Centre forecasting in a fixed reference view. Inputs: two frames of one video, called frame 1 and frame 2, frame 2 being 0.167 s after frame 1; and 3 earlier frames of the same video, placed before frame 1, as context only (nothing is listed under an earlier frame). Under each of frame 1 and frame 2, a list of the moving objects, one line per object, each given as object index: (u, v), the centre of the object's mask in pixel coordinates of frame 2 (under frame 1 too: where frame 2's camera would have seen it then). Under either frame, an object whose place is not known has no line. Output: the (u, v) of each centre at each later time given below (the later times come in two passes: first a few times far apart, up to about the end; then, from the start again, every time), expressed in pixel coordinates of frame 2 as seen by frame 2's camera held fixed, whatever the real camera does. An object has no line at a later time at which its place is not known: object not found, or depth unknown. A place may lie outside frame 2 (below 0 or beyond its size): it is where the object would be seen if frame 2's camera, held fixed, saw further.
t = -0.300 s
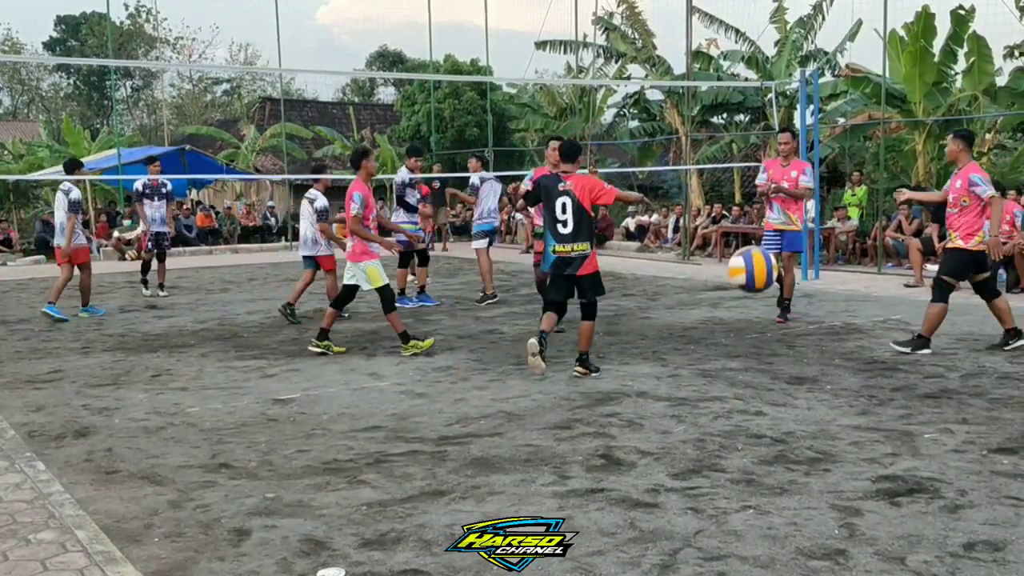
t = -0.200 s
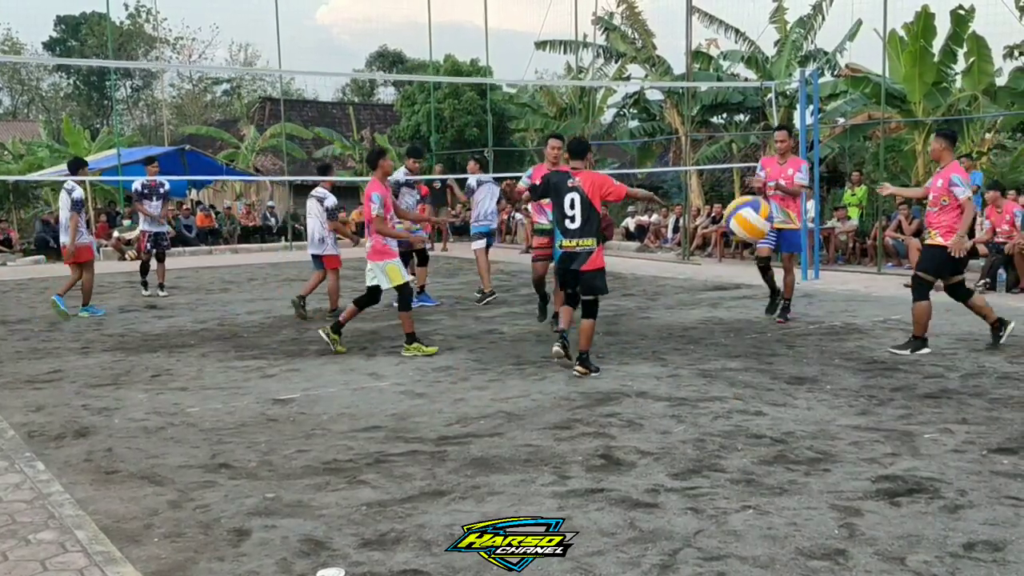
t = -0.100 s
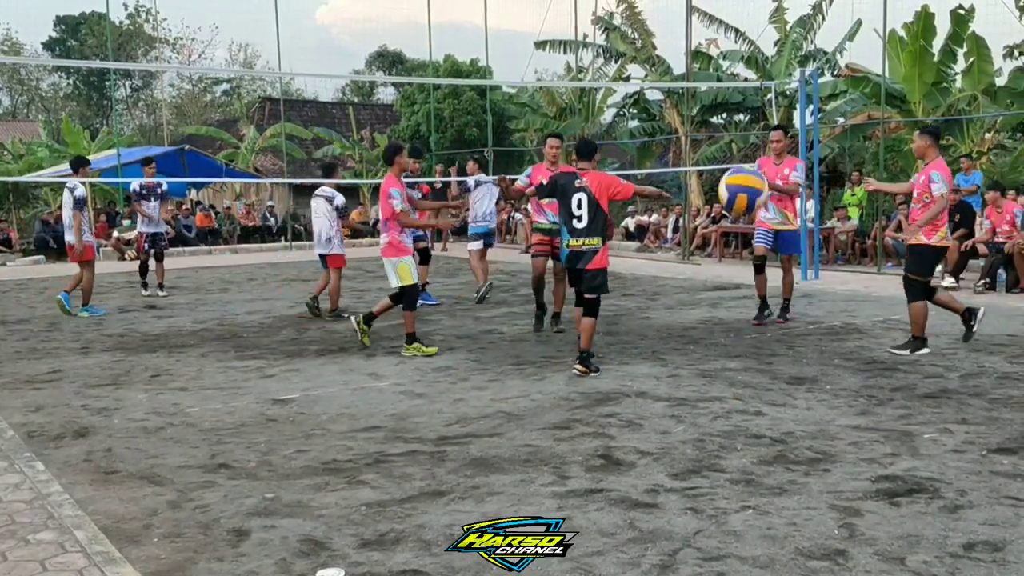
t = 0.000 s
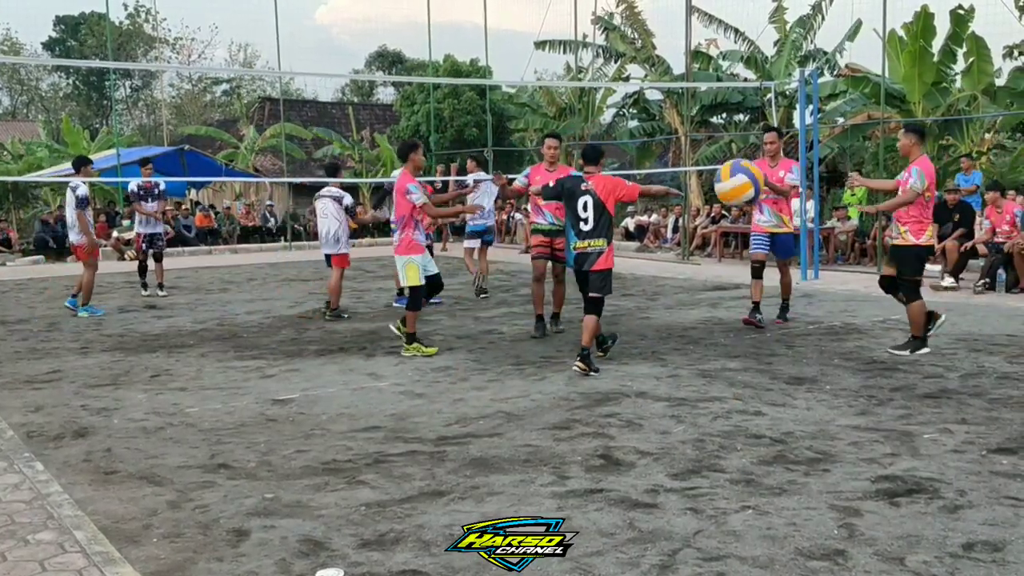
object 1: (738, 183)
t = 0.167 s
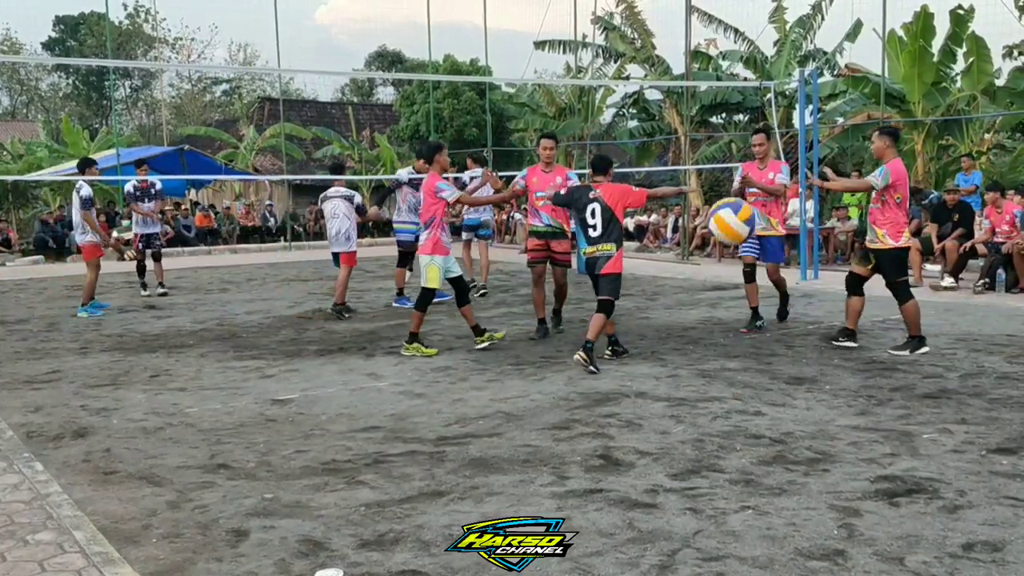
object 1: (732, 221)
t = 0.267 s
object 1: (726, 275)
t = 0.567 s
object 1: (731, 420)
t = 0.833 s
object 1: (772, 348)
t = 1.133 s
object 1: (818, 444)
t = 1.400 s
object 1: (835, 382)
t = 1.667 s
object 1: (851, 424)
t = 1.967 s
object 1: (863, 410)
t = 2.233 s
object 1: (865, 404)
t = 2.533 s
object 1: (864, 410)
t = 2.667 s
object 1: (862, 409)
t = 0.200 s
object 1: (729, 237)
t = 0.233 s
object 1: (728, 255)
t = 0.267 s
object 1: (726, 275)
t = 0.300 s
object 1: (725, 298)
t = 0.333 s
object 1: (724, 322)
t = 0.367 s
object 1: (723, 349)
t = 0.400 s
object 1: (722, 379)
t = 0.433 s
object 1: (721, 411)
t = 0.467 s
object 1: (720, 447)
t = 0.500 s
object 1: (722, 461)
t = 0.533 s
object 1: (726, 439)
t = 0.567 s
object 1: (731, 420)
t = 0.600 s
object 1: (736, 402)
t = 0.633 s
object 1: (741, 388)
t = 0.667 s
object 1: (746, 375)
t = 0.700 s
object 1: (751, 365)
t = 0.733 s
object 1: (756, 357)
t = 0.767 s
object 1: (761, 351)
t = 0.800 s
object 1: (767, 349)
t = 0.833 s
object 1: (772, 348)
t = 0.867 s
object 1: (777, 349)
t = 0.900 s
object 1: (782, 353)
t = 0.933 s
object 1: (787, 360)
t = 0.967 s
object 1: (793, 367)
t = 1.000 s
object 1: (798, 378)
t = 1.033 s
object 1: (802, 391)
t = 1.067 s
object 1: (808, 406)
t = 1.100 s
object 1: (813, 424)
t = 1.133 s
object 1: (818, 444)
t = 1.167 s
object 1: (820, 434)
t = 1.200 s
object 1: (823, 420)
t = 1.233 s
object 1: (825, 409)
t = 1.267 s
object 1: (827, 399)
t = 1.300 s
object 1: (829, 392)
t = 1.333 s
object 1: (831, 386)
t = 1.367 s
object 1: (833, 383)
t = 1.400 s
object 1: (835, 382)
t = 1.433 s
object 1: (837, 384)
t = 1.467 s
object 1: (839, 387)
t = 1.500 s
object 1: (841, 393)
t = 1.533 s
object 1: (843, 401)
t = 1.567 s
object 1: (846, 411)
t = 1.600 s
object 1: (848, 423)
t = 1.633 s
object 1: (850, 436)
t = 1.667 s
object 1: (851, 424)
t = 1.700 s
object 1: (853, 414)
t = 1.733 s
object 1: (855, 406)
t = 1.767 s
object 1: (855, 401)
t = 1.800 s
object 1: (857, 397)
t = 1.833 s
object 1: (858, 395)
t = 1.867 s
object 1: (859, 396)
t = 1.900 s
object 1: (860, 399)
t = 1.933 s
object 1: (861, 403)
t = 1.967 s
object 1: (863, 410)
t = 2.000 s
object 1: (864, 419)
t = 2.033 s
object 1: (865, 426)
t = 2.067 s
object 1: (865, 417)
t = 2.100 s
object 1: (865, 410)
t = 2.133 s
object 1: (865, 406)
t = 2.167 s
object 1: (865, 403)
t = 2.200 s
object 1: (865, 403)
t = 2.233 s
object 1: (865, 404)
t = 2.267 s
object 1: (865, 408)
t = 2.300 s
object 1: (865, 414)
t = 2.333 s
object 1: (866, 420)
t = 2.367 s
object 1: (865, 413)
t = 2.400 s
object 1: (865, 409)
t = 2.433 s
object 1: (864, 406)
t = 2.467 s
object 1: (864, 406)
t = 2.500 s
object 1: (864, 407)
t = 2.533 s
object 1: (864, 410)
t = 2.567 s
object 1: (863, 414)
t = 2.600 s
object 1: (863, 411)
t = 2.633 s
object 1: (862, 409)
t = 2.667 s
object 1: (862, 409)
